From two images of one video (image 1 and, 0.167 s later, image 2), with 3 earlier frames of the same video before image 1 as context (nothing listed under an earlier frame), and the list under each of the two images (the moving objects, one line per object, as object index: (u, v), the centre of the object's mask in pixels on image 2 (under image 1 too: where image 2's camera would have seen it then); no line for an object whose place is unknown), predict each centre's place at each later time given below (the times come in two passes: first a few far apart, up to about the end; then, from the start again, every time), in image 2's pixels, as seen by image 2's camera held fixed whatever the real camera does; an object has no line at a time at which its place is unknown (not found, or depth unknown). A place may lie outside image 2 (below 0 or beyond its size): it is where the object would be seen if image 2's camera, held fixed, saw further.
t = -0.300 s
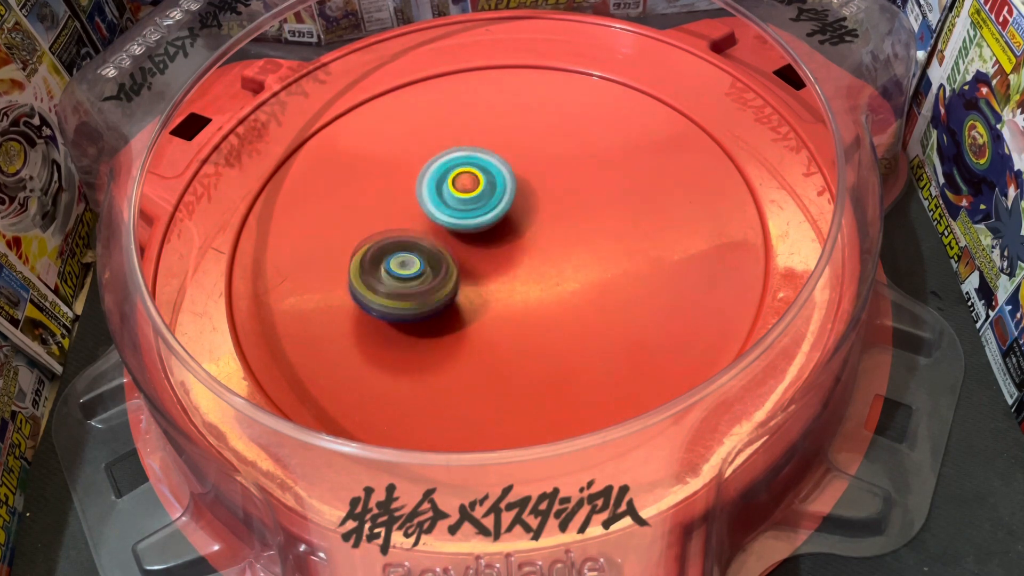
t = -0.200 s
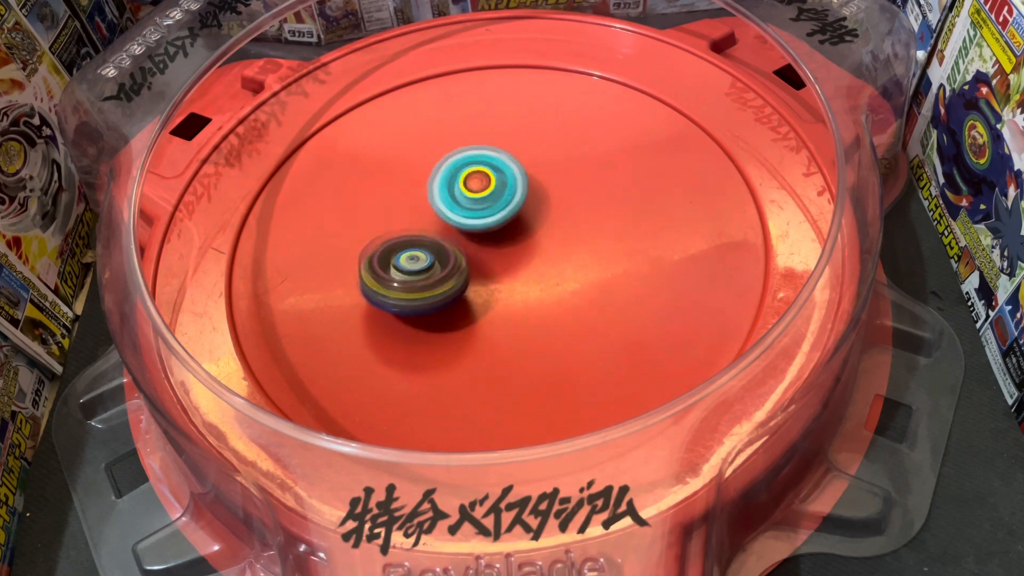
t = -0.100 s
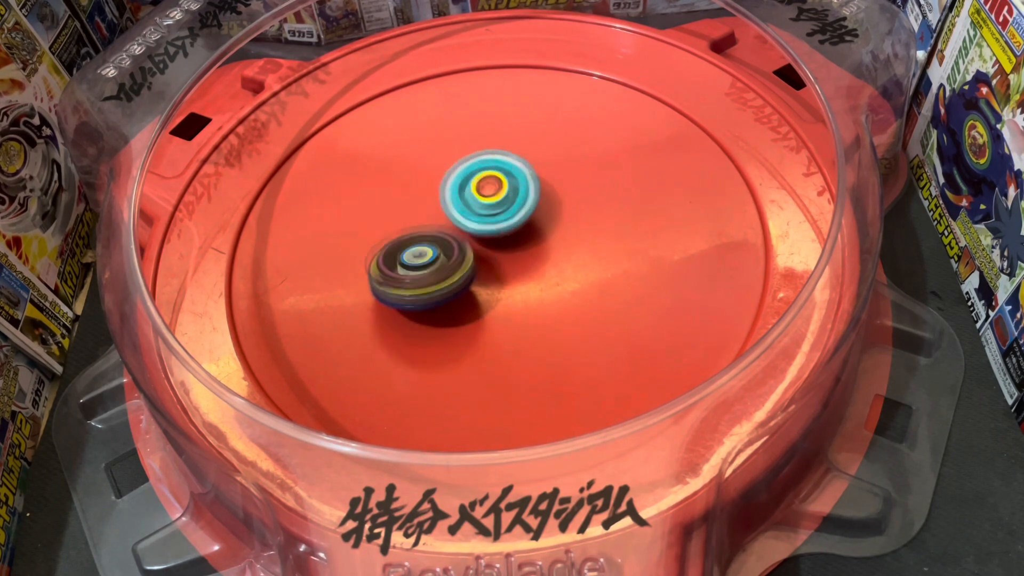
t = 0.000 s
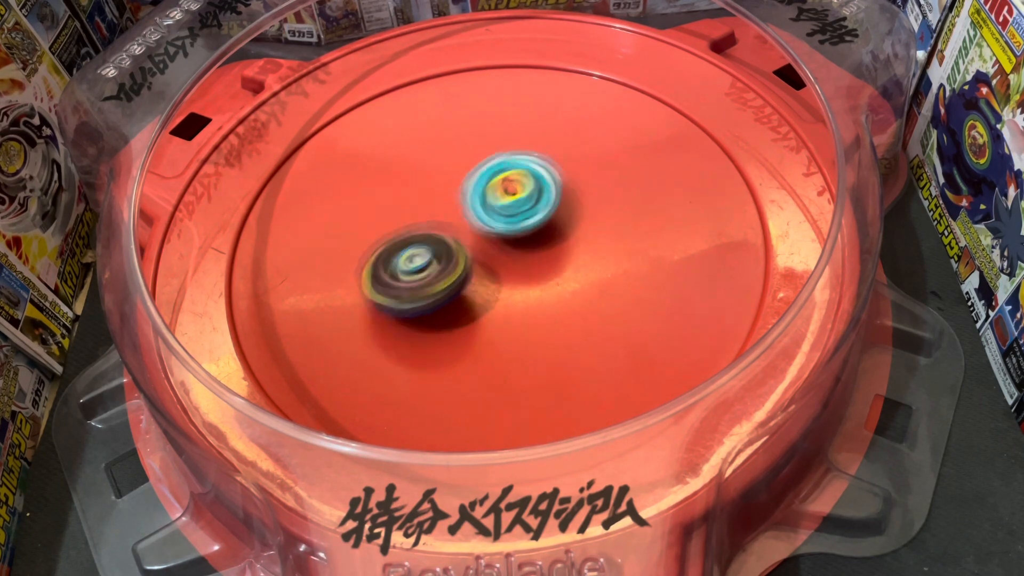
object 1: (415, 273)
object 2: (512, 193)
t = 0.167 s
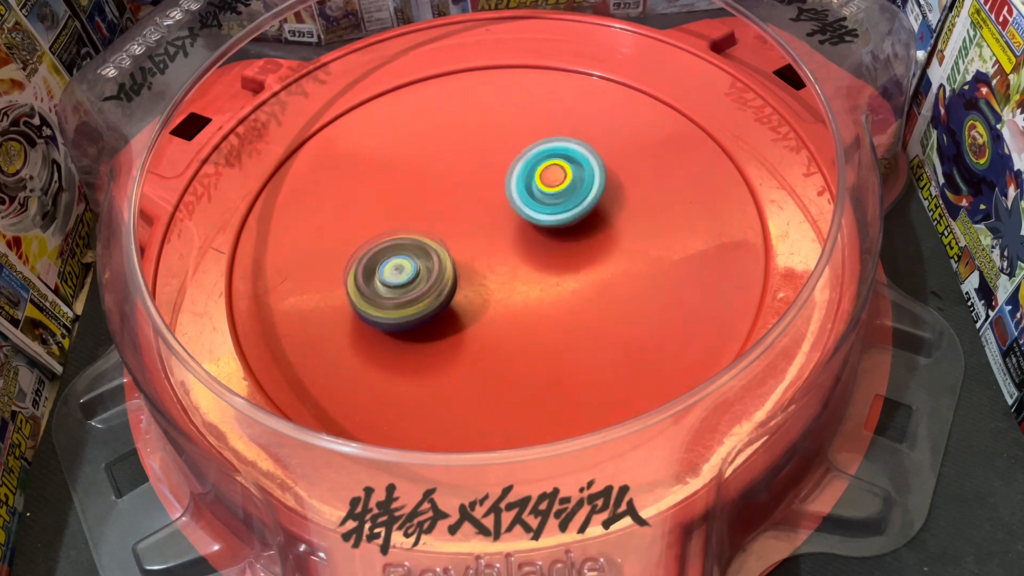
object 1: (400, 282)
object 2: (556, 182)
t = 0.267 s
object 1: (403, 274)
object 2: (561, 188)
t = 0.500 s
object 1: (406, 259)
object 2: (544, 212)
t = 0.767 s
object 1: (408, 247)
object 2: (512, 217)
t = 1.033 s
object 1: (414, 243)
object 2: (511, 204)
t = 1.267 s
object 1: (417, 246)
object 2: (524, 206)
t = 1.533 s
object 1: (427, 242)
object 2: (530, 235)
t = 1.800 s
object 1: (433, 234)
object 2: (509, 275)
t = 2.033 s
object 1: (422, 217)
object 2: (519, 317)
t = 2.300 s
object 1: (426, 215)
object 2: (496, 284)
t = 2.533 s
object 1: (433, 209)
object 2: (479, 279)
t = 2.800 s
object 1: (433, 196)
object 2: (518, 291)
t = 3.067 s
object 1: (449, 197)
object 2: (500, 275)
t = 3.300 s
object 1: (443, 188)
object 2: (513, 271)
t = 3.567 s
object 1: (453, 188)
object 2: (490, 268)
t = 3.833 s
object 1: (459, 193)
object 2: (487, 291)
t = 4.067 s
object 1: (474, 200)
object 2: (492, 289)
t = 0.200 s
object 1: (401, 279)
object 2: (558, 183)
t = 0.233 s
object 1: (402, 276)
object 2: (560, 185)
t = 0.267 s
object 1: (403, 274)
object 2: (561, 188)
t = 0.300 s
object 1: (404, 271)
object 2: (561, 192)
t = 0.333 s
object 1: (404, 269)
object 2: (560, 195)
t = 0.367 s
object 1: (405, 267)
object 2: (558, 199)
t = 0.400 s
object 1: (406, 265)
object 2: (556, 203)
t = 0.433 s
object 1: (406, 263)
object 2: (552, 207)
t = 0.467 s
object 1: (406, 261)
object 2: (548, 210)
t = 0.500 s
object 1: (406, 259)
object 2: (544, 212)
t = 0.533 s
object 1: (406, 257)
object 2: (540, 215)
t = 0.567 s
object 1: (406, 255)
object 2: (535, 216)
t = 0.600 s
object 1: (406, 254)
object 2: (531, 218)
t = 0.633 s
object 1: (406, 252)
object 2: (527, 218)
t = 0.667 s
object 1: (406, 251)
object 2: (523, 219)
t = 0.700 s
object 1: (407, 249)
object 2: (519, 219)
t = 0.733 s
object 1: (407, 249)
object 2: (515, 218)
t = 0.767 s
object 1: (408, 247)
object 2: (512, 217)
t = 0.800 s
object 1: (409, 246)
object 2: (509, 216)
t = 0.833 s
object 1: (410, 244)
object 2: (507, 214)
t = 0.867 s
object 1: (408, 244)
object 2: (507, 212)
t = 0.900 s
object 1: (409, 245)
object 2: (507, 210)
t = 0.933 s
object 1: (412, 244)
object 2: (507, 208)
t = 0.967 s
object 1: (413, 244)
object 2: (510, 206)
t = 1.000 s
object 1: (414, 243)
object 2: (511, 205)
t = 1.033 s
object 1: (414, 243)
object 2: (511, 204)
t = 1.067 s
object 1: (414, 243)
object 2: (513, 204)
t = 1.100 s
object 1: (416, 243)
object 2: (513, 204)
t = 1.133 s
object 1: (413, 244)
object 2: (517, 202)
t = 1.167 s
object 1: (413, 246)
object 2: (522, 202)
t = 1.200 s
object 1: (414, 246)
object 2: (524, 203)
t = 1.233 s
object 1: (415, 246)
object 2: (525, 204)
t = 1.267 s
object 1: (417, 246)
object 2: (524, 206)
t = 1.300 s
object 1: (419, 246)
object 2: (524, 208)
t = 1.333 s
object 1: (421, 245)
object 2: (523, 210)
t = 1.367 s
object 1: (423, 245)
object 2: (522, 213)
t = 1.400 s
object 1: (425, 245)
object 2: (522, 214)
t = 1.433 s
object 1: (427, 245)
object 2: (522, 218)
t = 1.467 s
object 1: (425, 242)
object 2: (524, 222)
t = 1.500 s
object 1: (425, 242)
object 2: (527, 229)
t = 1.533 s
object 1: (427, 242)
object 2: (530, 235)
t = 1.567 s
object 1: (430, 240)
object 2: (530, 241)
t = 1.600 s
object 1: (431, 240)
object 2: (528, 245)
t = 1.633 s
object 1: (433, 238)
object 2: (524, 249)
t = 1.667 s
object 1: (431, 238)
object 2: (522, 254)
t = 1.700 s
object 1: (433, 237)
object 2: (519, 259)
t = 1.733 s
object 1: (433, 235)
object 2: (515, 264)
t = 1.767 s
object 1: (433, 235)
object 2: (512, 269)
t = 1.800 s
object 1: (433, 234)
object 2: (509, 275)
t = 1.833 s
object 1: (428, 228)
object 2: (513, 285)
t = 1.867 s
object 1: (424, 224)
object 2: (517, 295)
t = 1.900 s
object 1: (422, 222)
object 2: (521, 304)
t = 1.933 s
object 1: (422, 221)
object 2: (522, 310)
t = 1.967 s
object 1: (422, 220)
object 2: (522, 313)
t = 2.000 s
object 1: (422, 218)
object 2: (521, 316)
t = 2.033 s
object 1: (422, 217)
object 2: (519, 317)
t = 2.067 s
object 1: (422, 216)
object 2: (517, 316)
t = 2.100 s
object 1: (422, 216)
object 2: (514, 314)
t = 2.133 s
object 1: (422, 215)
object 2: (511, 312)
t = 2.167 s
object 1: (422, 215)
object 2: (508, 306)
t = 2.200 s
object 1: (422, 215)
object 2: (505, 302)
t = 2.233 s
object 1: (423, 215)
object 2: (503, 296)
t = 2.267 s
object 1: (424, 215)
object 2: (500, 288)
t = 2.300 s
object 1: (426, 215)
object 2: (496, 284)
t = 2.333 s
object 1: (427, 215)
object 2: (494, 278)
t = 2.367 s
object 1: (428, 215)
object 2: (491, 274)
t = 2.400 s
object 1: (428, 212)
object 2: (487, 275)
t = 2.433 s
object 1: (431, 211)
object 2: (483, 273)
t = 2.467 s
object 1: (432, 211)
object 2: (480, 275)
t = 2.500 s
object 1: (433, 210)
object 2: (478, 277)
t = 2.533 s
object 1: (433, 209)
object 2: (479, 279)
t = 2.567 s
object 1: (436, 208)
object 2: (480, 278)
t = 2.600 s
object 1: (437, 206)
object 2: (482, 278)
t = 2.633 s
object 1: (437, 207)
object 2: (486, 276)
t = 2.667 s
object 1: (432, 199)
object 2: (499, 281)
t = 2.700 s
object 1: (431, 196)
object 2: (510, 285)
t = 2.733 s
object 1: (430, 196)
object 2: (516, 287)
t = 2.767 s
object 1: (431, 196)
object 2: (518, 290)
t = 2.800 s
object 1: (433, 196)
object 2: (518, 291)
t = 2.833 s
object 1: (434, 195)
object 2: (518, 290)
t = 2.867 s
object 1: (436, 194)
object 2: (517, 289)
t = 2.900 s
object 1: (438, 194)
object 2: (515, 288)
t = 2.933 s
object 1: (441, 195)
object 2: (512, 287)
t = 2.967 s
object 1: (443, 195)
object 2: (509, 283)
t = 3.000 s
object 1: (446, 197)
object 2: (504, 282)
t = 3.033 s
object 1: (448, 197)
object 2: (501, 279)
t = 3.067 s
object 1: (449, 197)
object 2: (500, 275)
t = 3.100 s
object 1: (450, 198)
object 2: (499, 271)
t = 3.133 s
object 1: (451, 198)
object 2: (499, 268)
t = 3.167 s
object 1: (453, 198)
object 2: (500, 266)
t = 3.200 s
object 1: (455, 198)
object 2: (499, 264)
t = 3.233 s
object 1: (454, 197)
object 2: (501, 264)
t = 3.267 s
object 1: (448, 191)
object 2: (508, 268)
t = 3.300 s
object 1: (443, 188)
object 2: (513, 271)
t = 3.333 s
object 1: (441, 187)
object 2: (515, 272)
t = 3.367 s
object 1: (442, 186)
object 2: (516, 272)
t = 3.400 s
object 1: (444, 187)
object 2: (514, 270)
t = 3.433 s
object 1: (446, 188)
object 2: (512, 269)
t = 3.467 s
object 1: (447, 187)
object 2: (508, 268)
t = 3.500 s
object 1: (449, 187)
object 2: (502, 266)
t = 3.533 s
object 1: (452, 187)
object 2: (496, 266)
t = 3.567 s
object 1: (453, 188)
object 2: (490, 268)
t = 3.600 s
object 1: (454, 189)
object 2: (486, 270)
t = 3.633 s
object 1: (456, 189)
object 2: (482, 272)
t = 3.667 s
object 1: (459, 190)
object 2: (479, 275)
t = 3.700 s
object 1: (459, 189)
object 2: (480, 280)
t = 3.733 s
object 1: (455, 188)
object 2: (484, 287)
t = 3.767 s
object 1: (454, 188)
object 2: (486, 290)
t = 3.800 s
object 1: (458, 190)
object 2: (487, 291)
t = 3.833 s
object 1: (459, 193)
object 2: (487, 291)
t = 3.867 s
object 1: (460, 194)
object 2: (489, 290)
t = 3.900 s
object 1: (463, 195)
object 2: (492, 289)
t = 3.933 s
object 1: (467, 197)
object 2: (493, 289)
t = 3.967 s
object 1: (468, 199)
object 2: (494, 289)
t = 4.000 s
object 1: (468, 199)
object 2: (494, 289)
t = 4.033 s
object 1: (472, 199)
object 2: (494, 289)
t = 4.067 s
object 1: (474, 200)
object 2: (492, 289)
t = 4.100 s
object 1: (472, 200)
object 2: (490, 289)
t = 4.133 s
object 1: (472, 200)
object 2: (488, 290)
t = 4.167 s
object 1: (474, 200)
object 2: (488, 290)
